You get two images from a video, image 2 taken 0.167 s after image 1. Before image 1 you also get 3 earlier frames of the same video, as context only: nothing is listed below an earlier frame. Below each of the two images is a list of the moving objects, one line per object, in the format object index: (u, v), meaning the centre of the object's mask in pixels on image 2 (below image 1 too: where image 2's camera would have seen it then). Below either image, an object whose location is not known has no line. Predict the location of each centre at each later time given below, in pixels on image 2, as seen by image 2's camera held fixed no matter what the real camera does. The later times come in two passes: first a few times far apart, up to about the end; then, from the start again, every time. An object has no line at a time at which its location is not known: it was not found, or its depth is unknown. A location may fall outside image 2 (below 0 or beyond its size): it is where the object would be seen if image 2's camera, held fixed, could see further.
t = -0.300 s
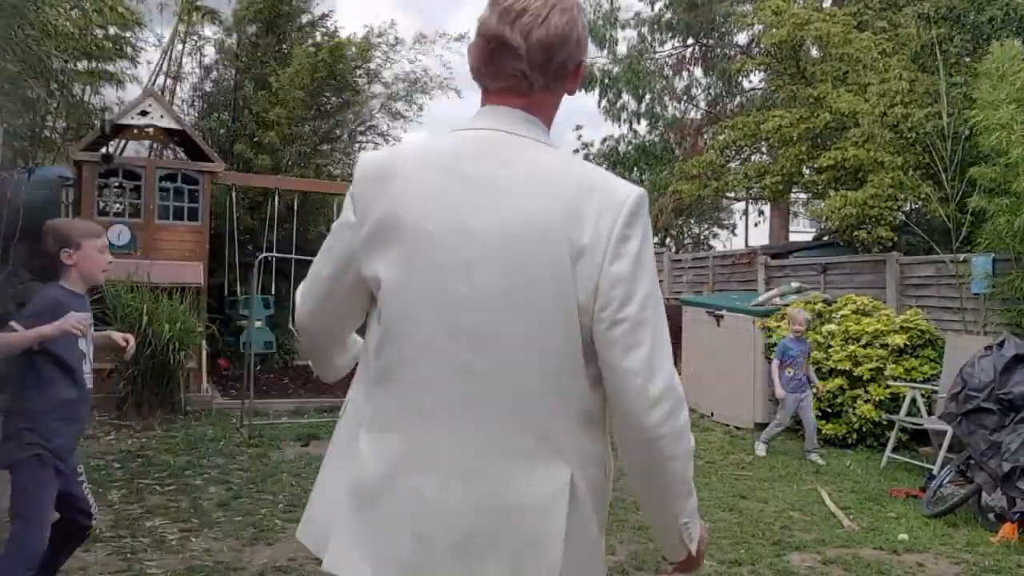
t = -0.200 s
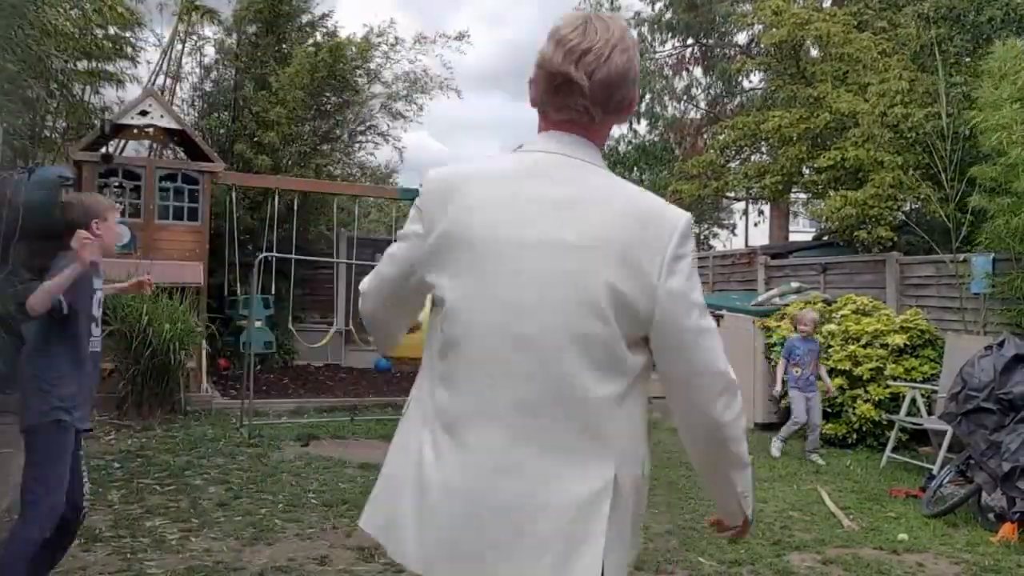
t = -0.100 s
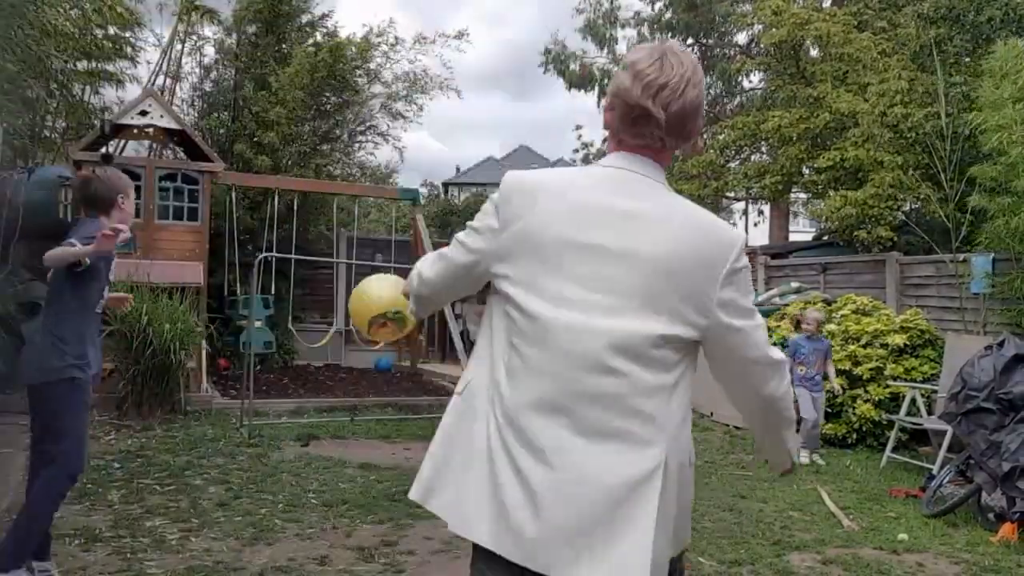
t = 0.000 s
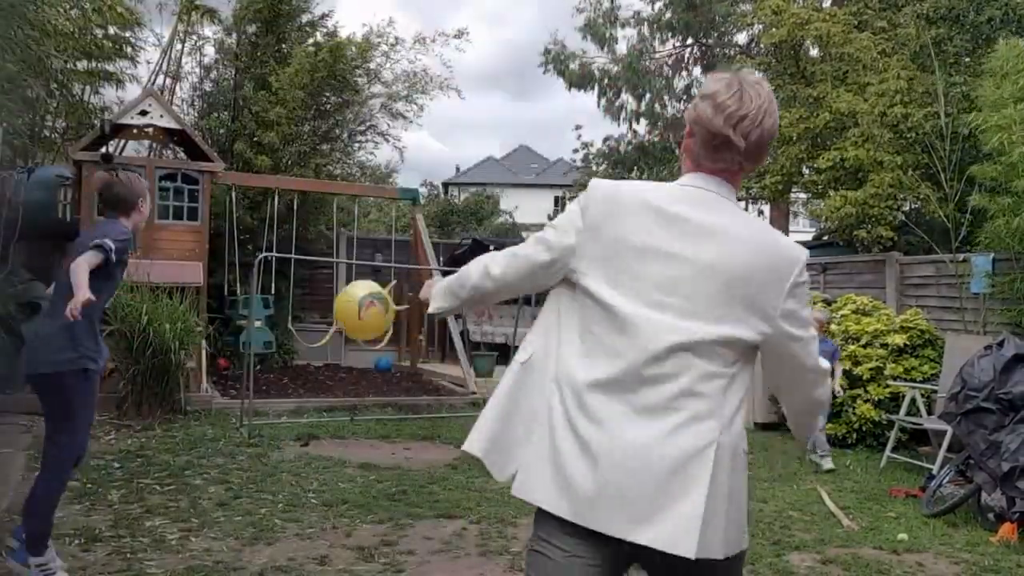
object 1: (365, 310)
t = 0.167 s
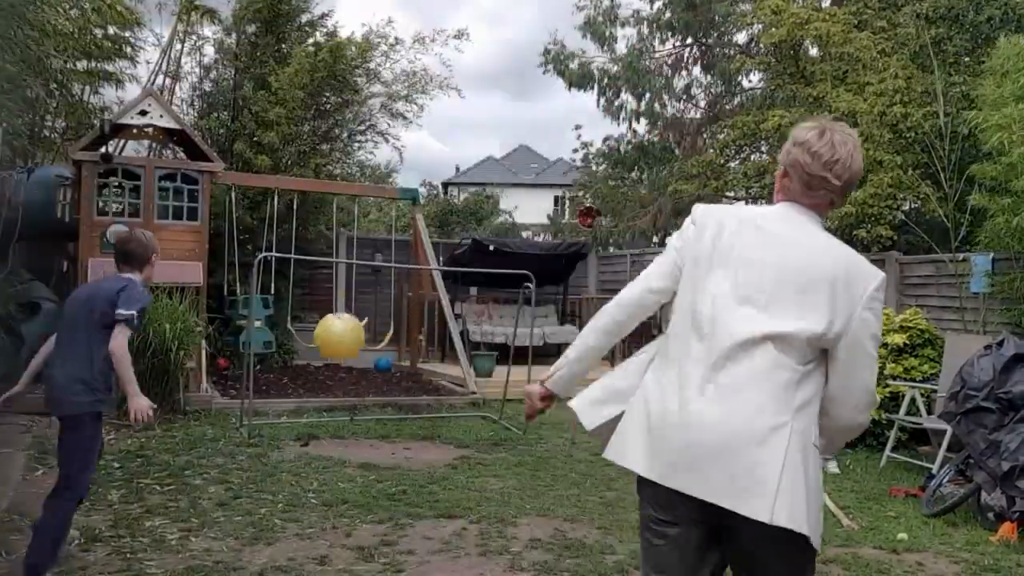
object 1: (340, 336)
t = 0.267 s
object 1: (326, 362)
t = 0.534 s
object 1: (318, 323)
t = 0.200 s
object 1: (335, 344)
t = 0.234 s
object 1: (331, 353)
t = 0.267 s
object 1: (326, 362)
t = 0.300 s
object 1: (322, 373)
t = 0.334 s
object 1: (318, 383)
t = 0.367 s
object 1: (314, 394)
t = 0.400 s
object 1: (315, 383)
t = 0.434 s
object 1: (316, 366)
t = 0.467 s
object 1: (317, 350)
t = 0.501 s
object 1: (317, 335)
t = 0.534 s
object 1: (318, 323)
